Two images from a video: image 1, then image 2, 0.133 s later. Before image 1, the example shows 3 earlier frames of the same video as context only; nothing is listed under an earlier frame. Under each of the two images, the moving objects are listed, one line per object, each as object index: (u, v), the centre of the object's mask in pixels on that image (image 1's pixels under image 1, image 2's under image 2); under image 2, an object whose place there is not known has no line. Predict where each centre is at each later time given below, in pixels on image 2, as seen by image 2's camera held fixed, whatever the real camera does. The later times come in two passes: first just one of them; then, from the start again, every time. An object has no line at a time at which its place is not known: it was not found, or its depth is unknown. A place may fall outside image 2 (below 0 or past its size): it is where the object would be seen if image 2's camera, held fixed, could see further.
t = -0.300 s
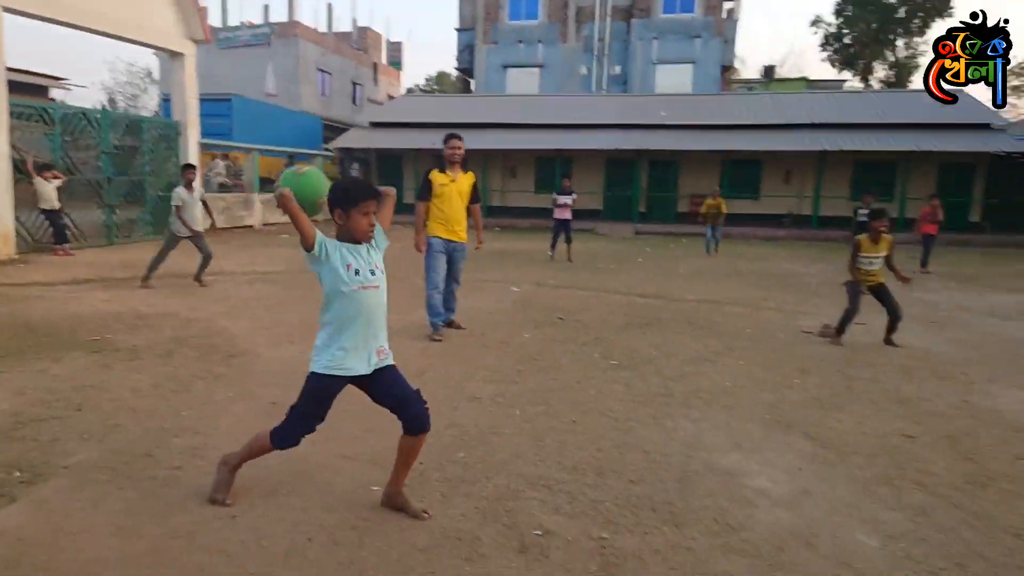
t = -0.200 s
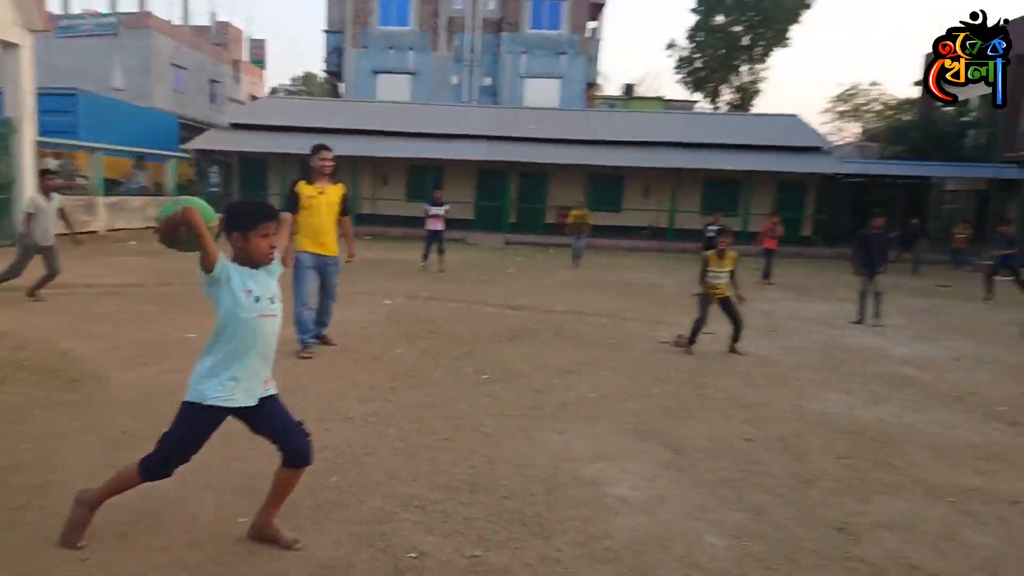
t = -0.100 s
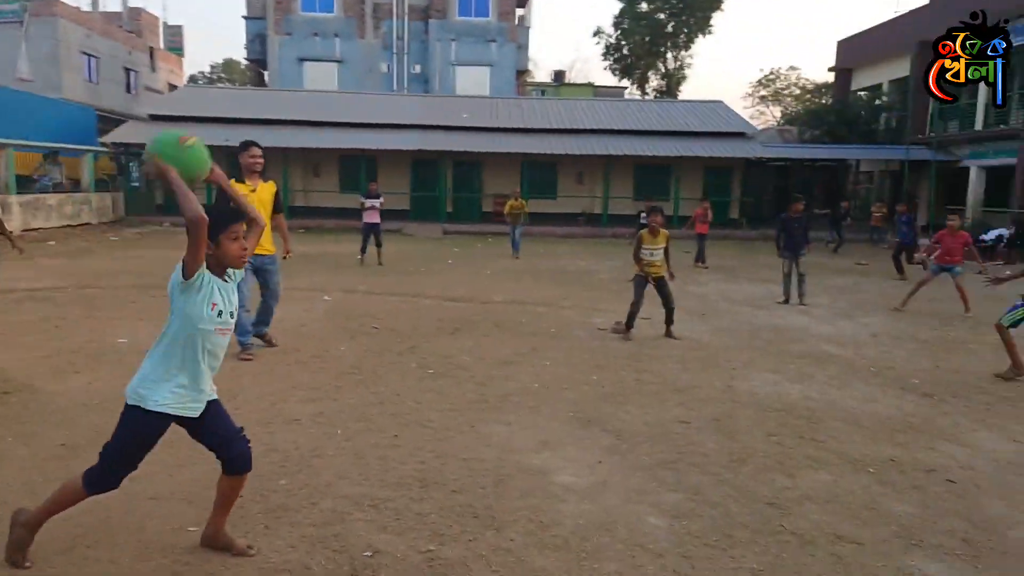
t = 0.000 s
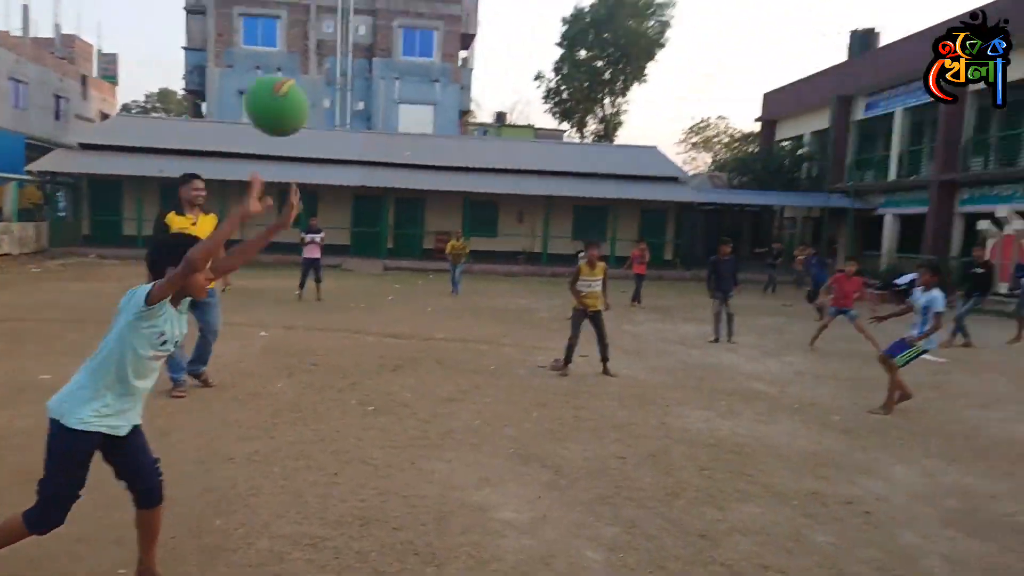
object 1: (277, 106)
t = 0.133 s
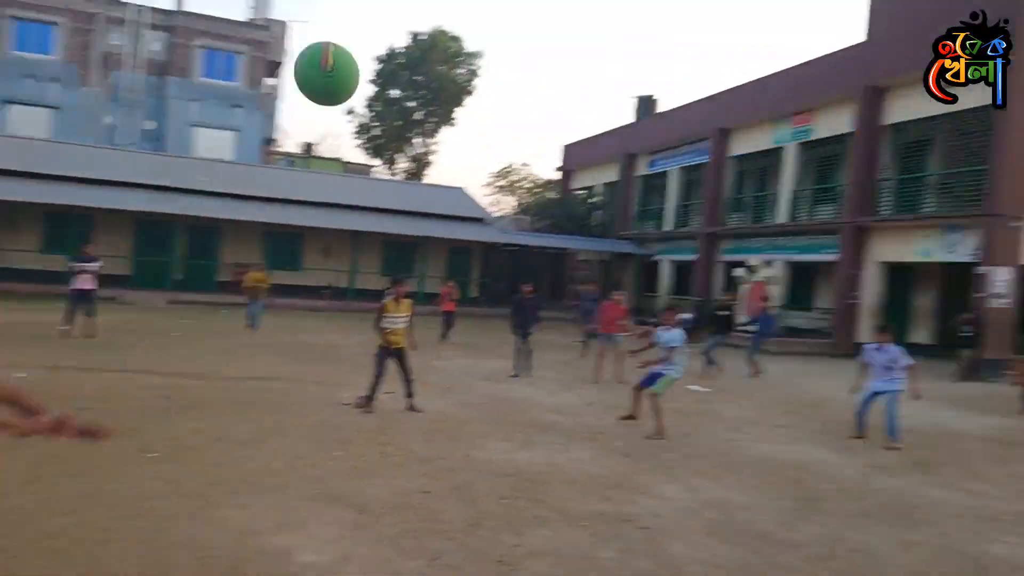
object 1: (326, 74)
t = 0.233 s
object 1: (499, 79)
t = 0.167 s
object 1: (387, 72)
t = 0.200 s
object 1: (444, 75)
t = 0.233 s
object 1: (499, 79)
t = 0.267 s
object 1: (553, 89)
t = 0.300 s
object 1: (604, 104)
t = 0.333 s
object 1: (653, 120)
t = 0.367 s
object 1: (701, 135)
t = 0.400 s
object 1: (748, 153)
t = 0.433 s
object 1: (793, 173)
